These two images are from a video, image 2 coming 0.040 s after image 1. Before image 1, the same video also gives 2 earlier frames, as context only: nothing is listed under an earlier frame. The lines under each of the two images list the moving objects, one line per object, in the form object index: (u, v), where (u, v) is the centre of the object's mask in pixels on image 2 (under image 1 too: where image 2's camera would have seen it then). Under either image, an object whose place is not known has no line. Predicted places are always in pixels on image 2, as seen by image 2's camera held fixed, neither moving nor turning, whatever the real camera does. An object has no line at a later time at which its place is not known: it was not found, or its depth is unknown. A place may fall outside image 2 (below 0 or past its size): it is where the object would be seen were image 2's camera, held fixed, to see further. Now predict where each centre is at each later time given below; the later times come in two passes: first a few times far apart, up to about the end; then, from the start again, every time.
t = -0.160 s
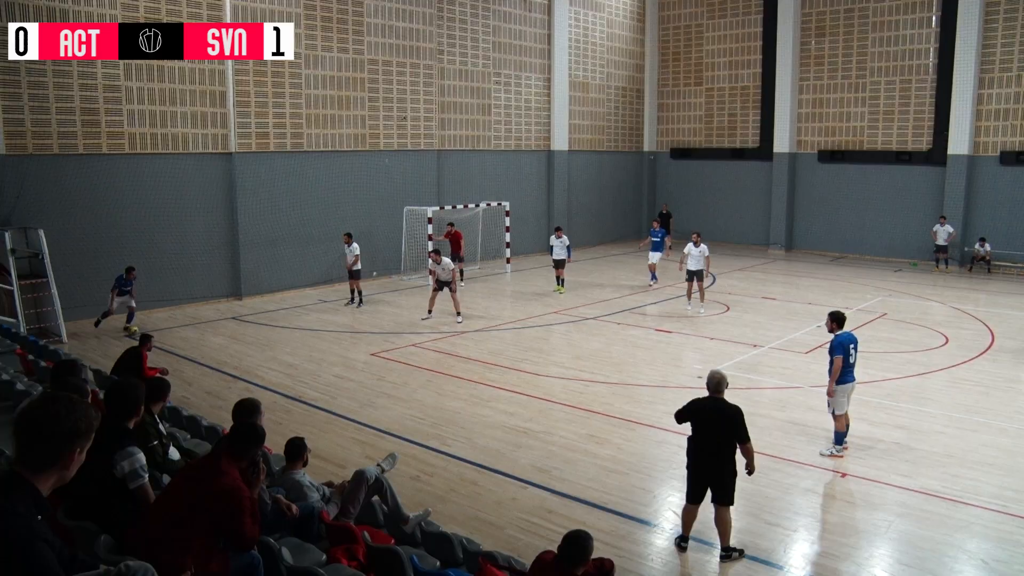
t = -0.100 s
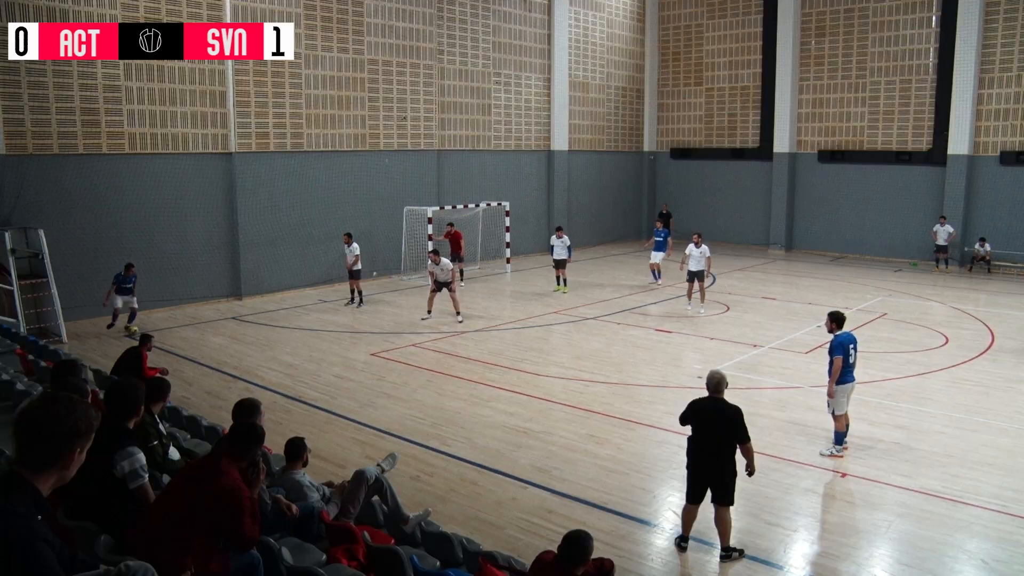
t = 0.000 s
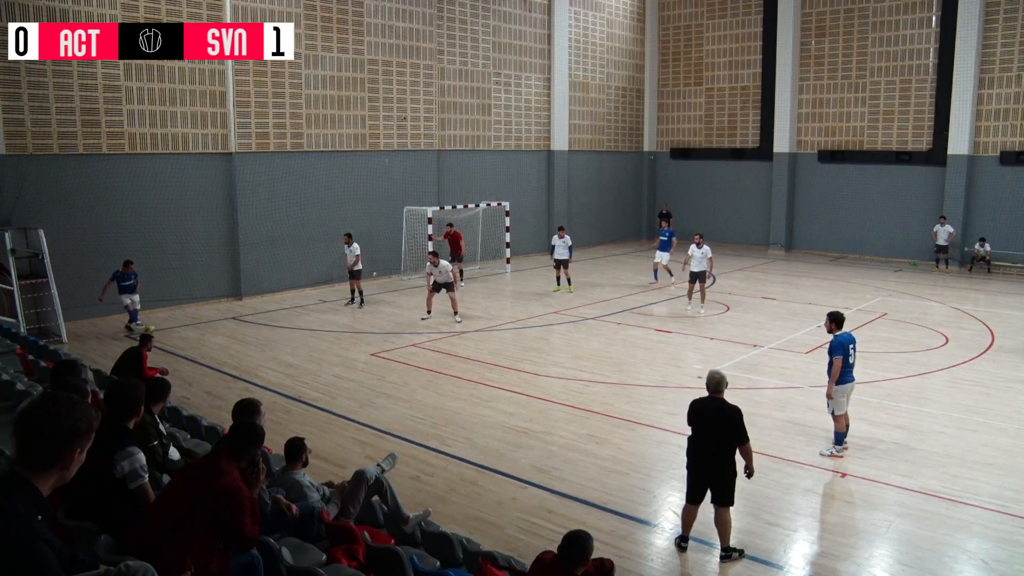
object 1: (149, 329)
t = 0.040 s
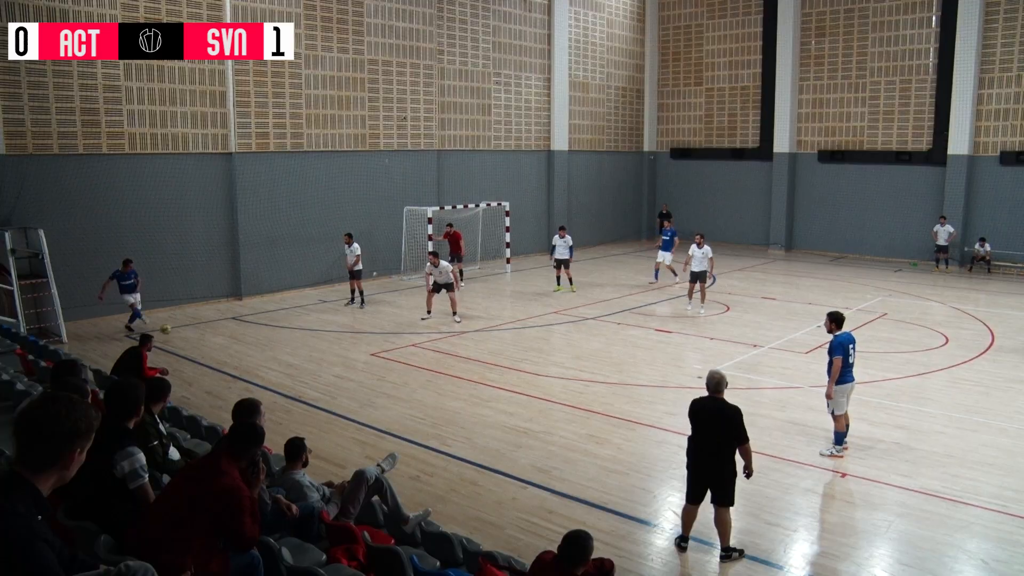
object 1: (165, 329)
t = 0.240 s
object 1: (256, 341)
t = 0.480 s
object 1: (387, 375)
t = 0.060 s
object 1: (173, 329)
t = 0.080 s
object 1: (182, 330)
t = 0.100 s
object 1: (190, 330)
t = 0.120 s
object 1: (199, 331)
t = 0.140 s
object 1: (208, 332)
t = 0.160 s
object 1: (217, 333)
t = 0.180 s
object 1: (227, 335)
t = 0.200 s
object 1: (236, 337)
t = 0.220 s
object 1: (246, 339)
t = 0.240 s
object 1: (256, 341)
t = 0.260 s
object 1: (266, 344)
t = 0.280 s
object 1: (277, 346)
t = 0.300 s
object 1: (287, 350)
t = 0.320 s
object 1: (298, 353)
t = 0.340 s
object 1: (310, 357)
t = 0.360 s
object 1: (321, 361)
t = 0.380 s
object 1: (333, 366)
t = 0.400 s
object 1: (345, 372)
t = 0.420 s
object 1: (356, 373)
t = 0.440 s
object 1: (366, 374)
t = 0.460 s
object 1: (377, 375)
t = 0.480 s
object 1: (387, 375)
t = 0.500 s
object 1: (398, 376)
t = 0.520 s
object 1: (408, 378)
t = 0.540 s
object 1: (419, 379)
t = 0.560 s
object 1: (431, 381)
